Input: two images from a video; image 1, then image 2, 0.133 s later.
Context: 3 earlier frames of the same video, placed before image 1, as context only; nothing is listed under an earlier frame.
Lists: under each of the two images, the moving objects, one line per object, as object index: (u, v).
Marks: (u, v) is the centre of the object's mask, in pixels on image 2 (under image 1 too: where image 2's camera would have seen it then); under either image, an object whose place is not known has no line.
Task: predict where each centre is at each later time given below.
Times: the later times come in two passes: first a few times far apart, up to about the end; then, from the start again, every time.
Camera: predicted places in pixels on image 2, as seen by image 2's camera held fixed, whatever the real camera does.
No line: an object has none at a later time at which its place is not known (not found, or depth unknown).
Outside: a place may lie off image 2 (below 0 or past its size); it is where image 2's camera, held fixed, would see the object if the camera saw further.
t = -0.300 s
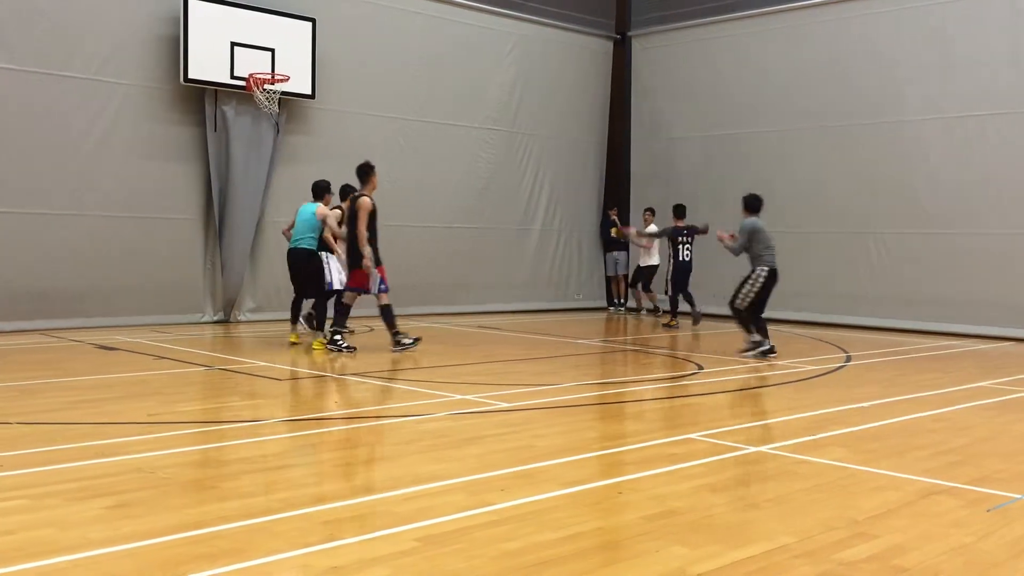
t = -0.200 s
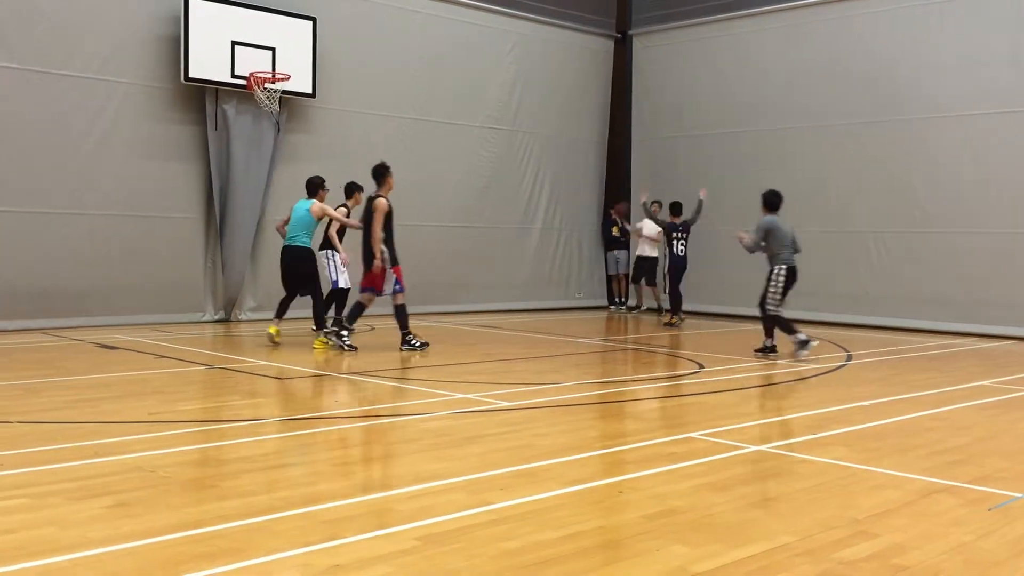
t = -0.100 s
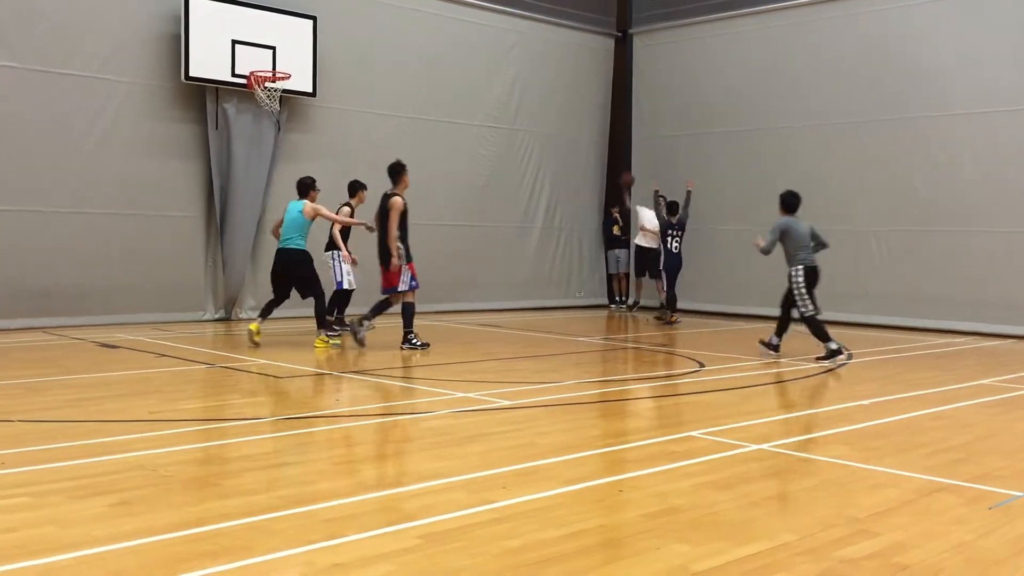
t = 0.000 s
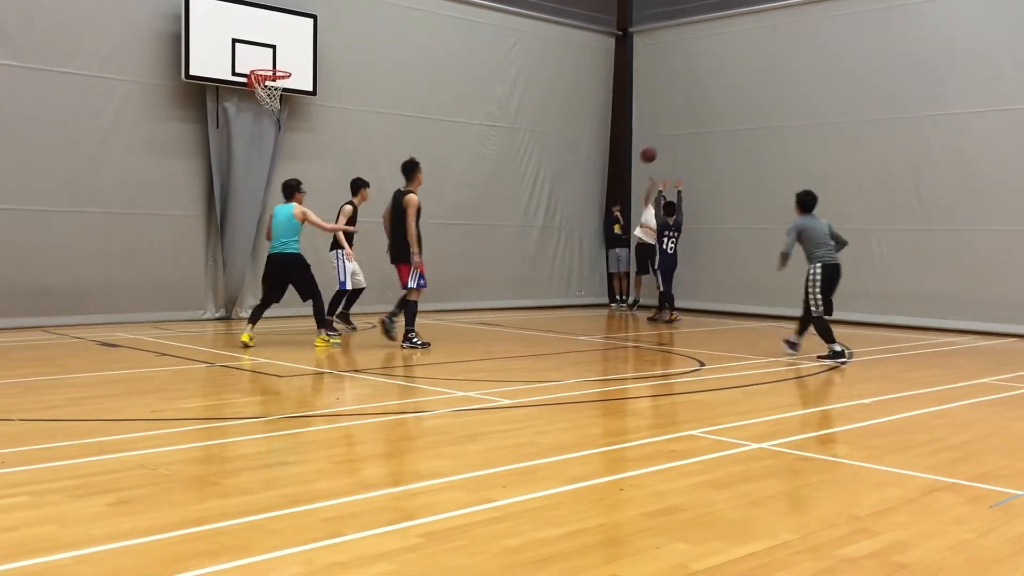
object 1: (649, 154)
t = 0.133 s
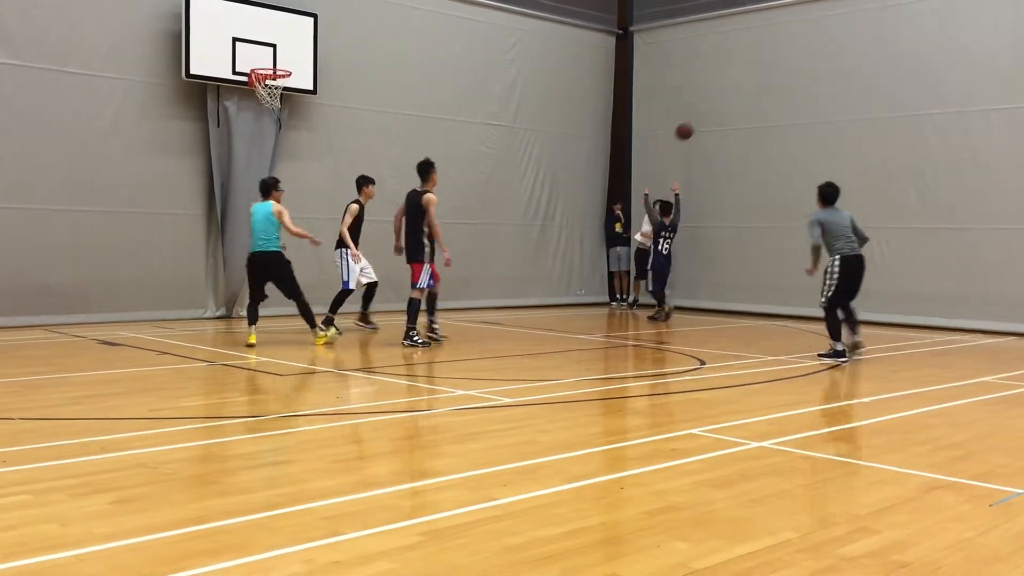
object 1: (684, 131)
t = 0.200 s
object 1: (704, 123)
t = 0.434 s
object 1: (778, 117)
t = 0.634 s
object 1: (856, 146)
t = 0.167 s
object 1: (693, 127)
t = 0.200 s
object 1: (704, 123)
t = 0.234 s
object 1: (713, 120)
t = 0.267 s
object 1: (723, 118)
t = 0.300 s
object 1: (734, 116)
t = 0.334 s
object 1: (744, 115)
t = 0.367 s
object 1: (755, 115)
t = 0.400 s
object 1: (767, 116)
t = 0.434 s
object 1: (778, 117)
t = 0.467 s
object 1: (790, 119)
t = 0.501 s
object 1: (803, 123)
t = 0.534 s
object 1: (815, 127)
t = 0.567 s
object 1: (828, 132)
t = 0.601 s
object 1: (842, 138)
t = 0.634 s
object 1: (856, 146)
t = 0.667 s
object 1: (871, 155)
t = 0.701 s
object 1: (886, 165)
